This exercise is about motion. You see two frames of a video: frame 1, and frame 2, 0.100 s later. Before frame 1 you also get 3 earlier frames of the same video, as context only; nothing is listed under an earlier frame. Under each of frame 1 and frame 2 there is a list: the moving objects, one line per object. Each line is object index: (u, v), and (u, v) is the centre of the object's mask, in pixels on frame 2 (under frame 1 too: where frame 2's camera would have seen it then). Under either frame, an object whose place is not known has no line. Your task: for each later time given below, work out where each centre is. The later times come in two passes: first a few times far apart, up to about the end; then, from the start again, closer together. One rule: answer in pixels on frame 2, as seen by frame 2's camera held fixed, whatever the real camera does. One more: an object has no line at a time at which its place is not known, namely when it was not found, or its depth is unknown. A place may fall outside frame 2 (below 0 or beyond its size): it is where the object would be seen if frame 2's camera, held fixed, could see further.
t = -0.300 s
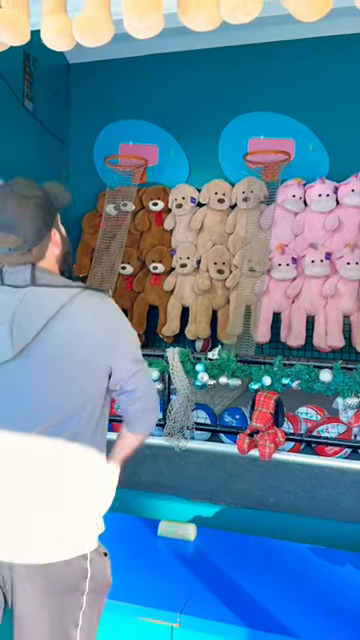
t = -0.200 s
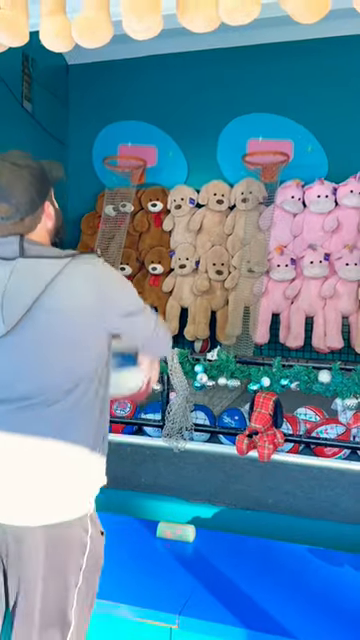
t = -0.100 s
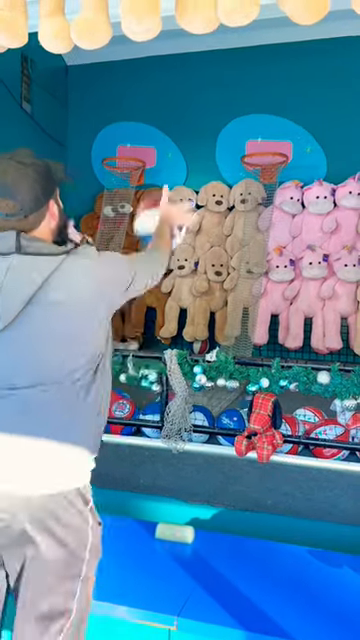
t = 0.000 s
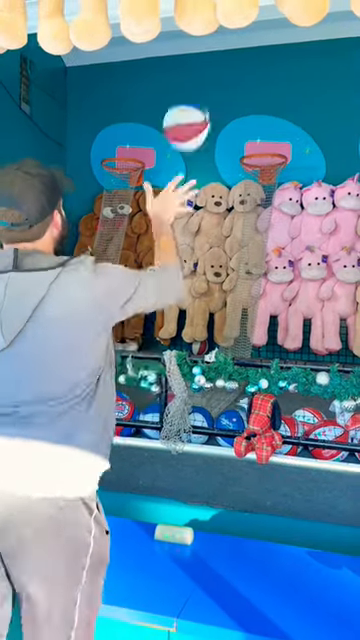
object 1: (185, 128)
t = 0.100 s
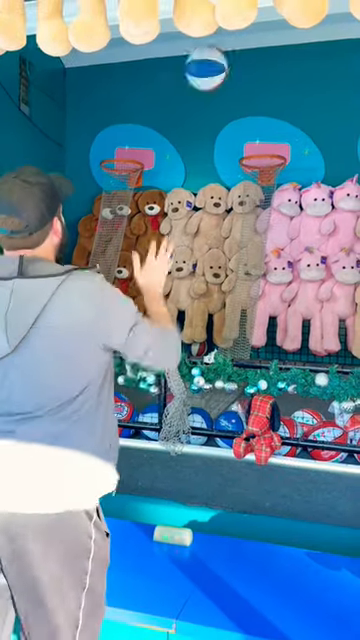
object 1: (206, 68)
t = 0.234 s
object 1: (228, 40)
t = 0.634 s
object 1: (262, 77)
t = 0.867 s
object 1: (271, 161)
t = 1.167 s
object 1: (222, 214)
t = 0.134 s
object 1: (212, 56)
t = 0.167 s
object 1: (218, 48)
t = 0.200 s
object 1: (224, 41)
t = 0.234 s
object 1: (228, 40)
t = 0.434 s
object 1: (250, 35)
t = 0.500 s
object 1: (254, 43)
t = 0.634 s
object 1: (262, 77)
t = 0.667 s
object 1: (264, 87)
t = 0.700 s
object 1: (265, 99)
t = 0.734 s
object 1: (267, 111)
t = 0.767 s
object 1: (268, 122)
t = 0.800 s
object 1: (269, 135)
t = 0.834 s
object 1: (270, 146)
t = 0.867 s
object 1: (271, 161)
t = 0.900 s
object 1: (261, 169)
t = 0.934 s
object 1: (251, 173)
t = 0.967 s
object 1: (244, 178)
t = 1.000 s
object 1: (238, 181)
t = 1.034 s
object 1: (233, 188)
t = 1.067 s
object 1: (230, 195)
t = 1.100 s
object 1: (226, 202)
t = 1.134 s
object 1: (223, 206)
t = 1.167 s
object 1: (222, 214)
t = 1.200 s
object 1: (221, 224)
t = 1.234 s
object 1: (220, 234)
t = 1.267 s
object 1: (220, 245)
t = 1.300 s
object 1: (217, 256)
